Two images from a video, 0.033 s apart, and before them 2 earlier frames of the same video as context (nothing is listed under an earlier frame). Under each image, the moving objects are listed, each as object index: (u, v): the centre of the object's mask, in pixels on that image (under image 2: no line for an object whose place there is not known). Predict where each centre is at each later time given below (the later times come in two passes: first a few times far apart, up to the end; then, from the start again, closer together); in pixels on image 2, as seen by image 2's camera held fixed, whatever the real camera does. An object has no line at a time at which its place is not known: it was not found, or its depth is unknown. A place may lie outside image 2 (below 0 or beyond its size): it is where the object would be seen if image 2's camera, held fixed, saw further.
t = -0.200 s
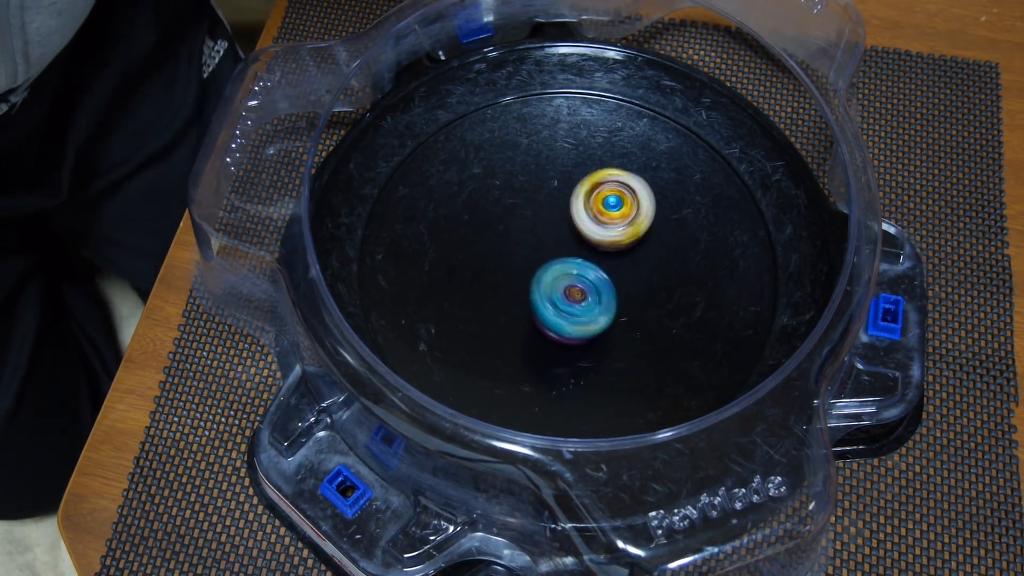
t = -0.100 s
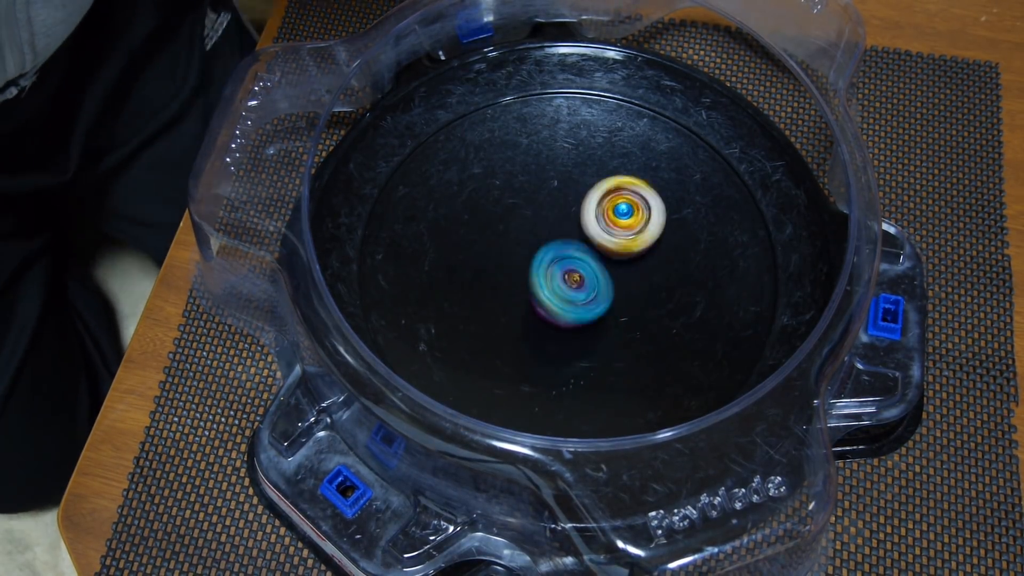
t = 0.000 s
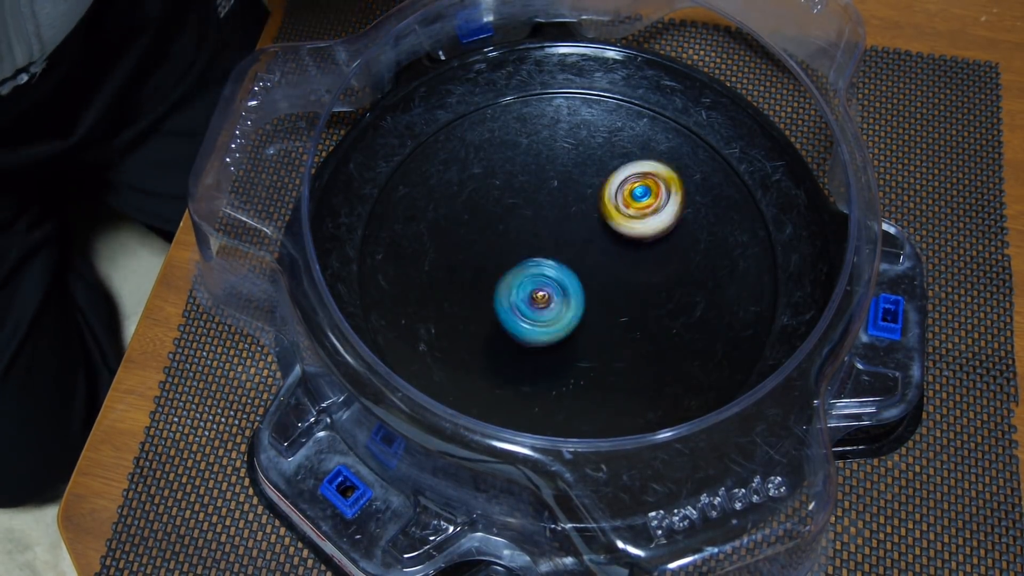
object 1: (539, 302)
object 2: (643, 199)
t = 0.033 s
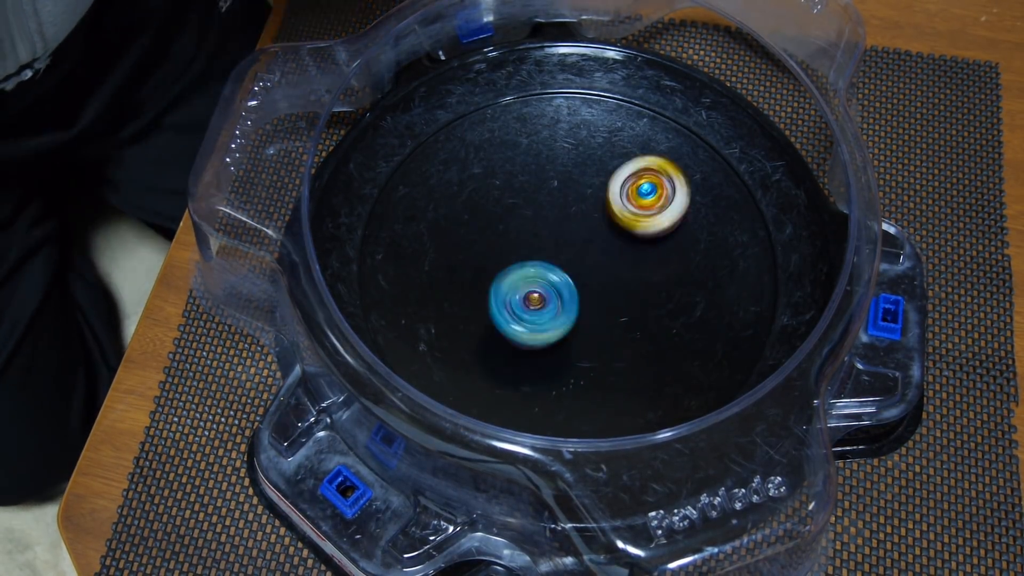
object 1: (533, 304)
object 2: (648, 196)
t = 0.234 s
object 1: (544, 295)
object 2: (654, 203)
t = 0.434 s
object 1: (550, 301)
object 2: (617, 223)
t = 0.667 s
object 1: (547, 309)
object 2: (570, 231)
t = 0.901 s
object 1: (550, 305)
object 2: (530, 226)
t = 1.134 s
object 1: (578, 313)
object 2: (529, 200)
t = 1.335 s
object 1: (593, 307)
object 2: (565, 225)
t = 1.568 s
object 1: (595, 325)
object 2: (593, 238)
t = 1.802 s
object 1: (581, 322)
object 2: (600, 232)
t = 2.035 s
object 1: (576, 292)
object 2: (597, 208)
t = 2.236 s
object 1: (580, 285)
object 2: (588, 183)
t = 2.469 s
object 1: (592, 284)
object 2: (570, 205)
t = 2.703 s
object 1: (592, 300)
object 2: (541, 229)
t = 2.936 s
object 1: (593, 302)
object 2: (520, 244)
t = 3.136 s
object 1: (604, 295)
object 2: (526, 250)
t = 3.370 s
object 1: (611, 295)
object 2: (540, 242)
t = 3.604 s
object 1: (609, 291)
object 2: (554, 223)
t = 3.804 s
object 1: (611, 289)
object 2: (556, 206)
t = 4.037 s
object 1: (616, 280)
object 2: (564, 214)
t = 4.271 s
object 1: (620, 289)
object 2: (555, 230)
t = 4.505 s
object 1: (621, 286)
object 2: (543, 246)
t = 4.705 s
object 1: (629, 285)
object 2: (539, 261)
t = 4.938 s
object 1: (643, 278)
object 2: (542, 264)
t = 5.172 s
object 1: (640, 267)
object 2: (535, 261)
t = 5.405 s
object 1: (635, 256)
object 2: (547, 252)
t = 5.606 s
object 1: (647, 250)
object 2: (516, 257)
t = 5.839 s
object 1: (618, 248)
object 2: (515, 275)
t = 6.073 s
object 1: (607, 232)
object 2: (540, 288)
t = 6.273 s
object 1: (617, 230)
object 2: (546, 296)
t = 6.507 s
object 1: (622, 243)
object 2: (554, 289)
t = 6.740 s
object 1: (632, 245)
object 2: (547, 284)
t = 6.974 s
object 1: (626, 245)
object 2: (547, 280)
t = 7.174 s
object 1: (618, 246)
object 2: (543, 279)
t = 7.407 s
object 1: (610, 240)
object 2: (543, 282)
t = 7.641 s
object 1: (614, 241)
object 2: (543, 281)
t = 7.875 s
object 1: (614, 241)
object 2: (543, 281)
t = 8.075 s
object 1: (613, 241)
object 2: (543, 281)
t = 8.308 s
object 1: (613, 241)
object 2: (543, 281)
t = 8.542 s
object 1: (613, 241)
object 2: (543, 281)
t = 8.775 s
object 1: (613, 241)
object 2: (543, 281)
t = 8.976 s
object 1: (613, 241)
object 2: (543, 281)
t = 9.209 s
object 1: (613, 241)
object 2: (543, 281)
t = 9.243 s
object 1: (613, 241)
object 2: (543, 281)
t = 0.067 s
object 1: (533, 305)
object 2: (653, 193)
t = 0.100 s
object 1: (533, 303)
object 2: (656, 191)
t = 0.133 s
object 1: (535, 302)
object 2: (660, 191)
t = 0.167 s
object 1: (538, 300)
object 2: (660, 194)
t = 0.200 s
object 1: (541, 298)
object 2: (659, 198)
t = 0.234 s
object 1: (544, 295)
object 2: (654, 203)
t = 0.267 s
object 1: (548, 294)
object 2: (646, 210)
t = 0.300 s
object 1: (552, 292)
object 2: (639, 216)
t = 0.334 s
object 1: (556, 290)
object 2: (631, 221)
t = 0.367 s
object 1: (560, 288)
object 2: (623, 226)
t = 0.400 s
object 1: (558, 291)
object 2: (617, 226)
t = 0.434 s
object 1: (550, 301)
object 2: (617, 223)
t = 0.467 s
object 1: (545, 304)
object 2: (611, 223)
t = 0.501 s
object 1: (542, 307)
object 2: (606, 224)
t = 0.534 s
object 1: (542, 308)
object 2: (600, 226)
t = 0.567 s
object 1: (544, 309)
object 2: (594, 227)
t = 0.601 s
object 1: (545, 309)
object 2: (586, 228)
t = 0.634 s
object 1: (545, 309)
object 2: (578, 229)
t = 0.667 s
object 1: (547, 309)
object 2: (570, 231)
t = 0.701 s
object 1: (546, 310)
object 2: (561, 231)
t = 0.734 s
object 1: (546, 312)
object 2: (556, 231)
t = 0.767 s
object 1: (546, 310)
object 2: (548, 229)
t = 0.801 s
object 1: (547, 311)
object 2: (543, 228)
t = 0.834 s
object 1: (547, 309)
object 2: (538, 227)
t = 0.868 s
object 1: (549, 308)
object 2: (533, 227)
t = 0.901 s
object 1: (550, 305)
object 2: (530, 226)
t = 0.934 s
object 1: (553, 305)
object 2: (527, 225)
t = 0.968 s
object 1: (557, 309)
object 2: (523, 219)
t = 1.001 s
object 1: (563, 314)
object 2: (521, 214)
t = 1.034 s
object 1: (567, 314)
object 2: (521, 209)
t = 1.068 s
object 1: (571, 315)
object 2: (522, 205)
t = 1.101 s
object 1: (575, 313)
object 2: (524, 202)
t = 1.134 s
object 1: (578, 313)
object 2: (529, 200)
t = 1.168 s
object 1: (581, 312)
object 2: (533, 200)
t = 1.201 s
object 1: (584, 311)
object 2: (541, 203)
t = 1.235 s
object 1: (586, 310)
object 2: (545, 206)
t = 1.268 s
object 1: (589, 309)
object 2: (552, 212)
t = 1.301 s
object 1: (591, 308)
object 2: (558, 218)
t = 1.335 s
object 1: (593, 307)
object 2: (565, 225)
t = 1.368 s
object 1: (595, 307)
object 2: (571, 230)
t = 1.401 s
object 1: (595, 313)
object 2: (574, 232)
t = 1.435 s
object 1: (597, 314)
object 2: (579, 234)
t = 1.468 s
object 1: (598, 317)
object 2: (584, 237)
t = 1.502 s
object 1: (598, 320)
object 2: (587, 239)
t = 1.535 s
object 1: (596, 326)
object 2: (591, 239)
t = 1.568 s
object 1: (595, 325)
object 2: (593, 238)
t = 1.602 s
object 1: (593, 324)
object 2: (596, 238)
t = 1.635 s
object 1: (593, 323)
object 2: (597, 238)
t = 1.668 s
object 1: (591, 322)
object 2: (599, 238)
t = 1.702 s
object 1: (591, 319)
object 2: (600, 239)
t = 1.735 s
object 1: (588, 319)
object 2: (601, 239)
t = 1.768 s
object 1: (586, 321)
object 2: (599, 236)
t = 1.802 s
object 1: (581, 322)
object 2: (600, 232)
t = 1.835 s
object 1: (578, 318)
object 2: (600, 226)
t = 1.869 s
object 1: (578, 316)
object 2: (601, 222)
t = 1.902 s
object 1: (577, 309)
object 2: (600, 218)
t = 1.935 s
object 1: (578, 305)
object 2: (601, 216)
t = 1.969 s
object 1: (577, 298)
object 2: (599, 214)
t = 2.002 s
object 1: (578, 293)
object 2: (600, 214)
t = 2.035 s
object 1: (576, 292)
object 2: (597, 208)
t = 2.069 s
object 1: (575, 294)
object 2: (596, 201)
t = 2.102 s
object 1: (573, 294)
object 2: (595, 195)
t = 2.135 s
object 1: (573, 291)
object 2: (594, 192)
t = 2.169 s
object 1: (575, 288)
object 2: (593, 187)
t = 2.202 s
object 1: (577, 286)
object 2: (591, 185)
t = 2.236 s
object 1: (580, 285)
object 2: (588, 183)
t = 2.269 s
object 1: (582, 284)
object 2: (586, 182)
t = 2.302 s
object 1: (584, 283)
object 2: (583, 183)
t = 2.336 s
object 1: (586, 282)
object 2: (581, 186)
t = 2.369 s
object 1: (588, 282)
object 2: (579, 189)
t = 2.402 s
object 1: (590, 282)
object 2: (575, 193)
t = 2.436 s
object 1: (591, 282)
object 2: (573, 200)
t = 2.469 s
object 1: (592, 284)
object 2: (570, 205)
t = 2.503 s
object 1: (593, 291)
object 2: (565, 206)
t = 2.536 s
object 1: (594, 298)
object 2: (559, 209)
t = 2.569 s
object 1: (593, 300)
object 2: (555, 212)
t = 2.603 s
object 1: (593, 301)
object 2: (551, 215)
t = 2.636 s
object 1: (593, 300)
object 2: (547, 220)
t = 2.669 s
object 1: (594, 301)
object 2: (544, 224)
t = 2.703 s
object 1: (592, 300)
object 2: (541, 229)
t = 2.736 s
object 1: (591, 300)
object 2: (539, 234)
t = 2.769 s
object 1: (591, 302)
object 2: (534, 236)
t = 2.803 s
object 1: (591, 304)
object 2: (530, 238)
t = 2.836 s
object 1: (590, 306)
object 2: (526, 240)
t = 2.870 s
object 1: (590, 303)
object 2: (525, 243)
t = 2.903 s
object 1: (593, 302)
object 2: (523, 243)
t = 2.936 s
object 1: (593, 302)
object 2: (520, 244)
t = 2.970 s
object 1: (594, 301)
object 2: (519, 244)
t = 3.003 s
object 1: (595, 299)
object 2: (518, 245)
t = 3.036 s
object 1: (597, 297)
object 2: (521, 247)
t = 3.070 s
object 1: (598, 296)
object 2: (522, 248)
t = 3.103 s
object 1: (600, 293)
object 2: (524, 250)
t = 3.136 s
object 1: (604, 295)
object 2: (526, 250)
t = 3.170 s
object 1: (605, 297)
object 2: (527, 251)
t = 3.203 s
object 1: (605, 296)
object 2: (530, 251)
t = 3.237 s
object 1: (609, 297)
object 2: (529, 248)
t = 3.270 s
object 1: (610, 298)
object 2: (531, 247)
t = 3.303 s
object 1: (610, 298)
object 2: (533, 245)
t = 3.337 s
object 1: (611, 297)
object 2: (536, 244)
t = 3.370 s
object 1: (611, 295)
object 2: (540, 242)
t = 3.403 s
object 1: (612, 296)
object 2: (543, 241)
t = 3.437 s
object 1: (613, 295)
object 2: (545, 239)
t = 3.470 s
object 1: (614, 295)
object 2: (546, 235)
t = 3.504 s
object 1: (612, 296)
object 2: (548, 232)
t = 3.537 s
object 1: (611, 295)
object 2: (550, 228)
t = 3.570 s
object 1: (610, 294)
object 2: (551, 225)
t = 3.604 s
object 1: (609, 291)
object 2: (554, 223)
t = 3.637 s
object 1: (608, 288)
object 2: (556, 222)
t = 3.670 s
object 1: (608, 290)
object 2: (557, 220)
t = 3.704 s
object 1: (612, 291)
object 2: (555, 215)
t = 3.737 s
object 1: (612, 291)
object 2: (555, 212)
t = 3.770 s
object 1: (611, 291)
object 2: (556, 209)
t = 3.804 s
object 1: (611, 289)
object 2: (556, 206)
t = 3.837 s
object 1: (612, 287)
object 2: (555, 205)
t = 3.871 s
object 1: (613, 284)
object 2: (557, 205)
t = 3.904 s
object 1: (614, 283)
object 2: (557, 204)
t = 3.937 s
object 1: (615, 283)
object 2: (556, 206)
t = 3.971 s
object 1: (616, 282)
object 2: (560, 208)
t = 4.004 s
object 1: (616, 282)
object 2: (561, 210)
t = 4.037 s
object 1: (616, 280)
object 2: (564, 214)
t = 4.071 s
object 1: (620, 284)
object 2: (563, 215)
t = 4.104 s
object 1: (623, 291)
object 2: (558, 217)
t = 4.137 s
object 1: (622, 293)
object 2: (559, 218)
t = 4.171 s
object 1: (620, 292)
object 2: (559, 220)
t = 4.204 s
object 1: (618, 290)
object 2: (556, 223)
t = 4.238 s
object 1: (618, 289)
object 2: (555, 226)
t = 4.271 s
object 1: (620, 289)
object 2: (555, 230)
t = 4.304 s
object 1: (622, 289)
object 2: (551, 231)
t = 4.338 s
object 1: (624, 292)
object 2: (546, 233)
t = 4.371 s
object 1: (626, 294)
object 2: (546, 235)
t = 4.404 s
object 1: (623, 292)
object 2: (546, 237)
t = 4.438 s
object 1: (620, 289)
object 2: (543, 239)
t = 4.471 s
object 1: (619, 289)
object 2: (543, 242)
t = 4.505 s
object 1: (621, 286)
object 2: (543, 246)
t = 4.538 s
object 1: (623, 286)
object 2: (542, 249)
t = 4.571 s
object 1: (623, 287)
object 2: (542, 251)
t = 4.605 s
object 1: (622, 285)
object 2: (542, 255)
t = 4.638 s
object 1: (625, 286)
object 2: (541, 257)
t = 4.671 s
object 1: (627, 289)
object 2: (538, 258)
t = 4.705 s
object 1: (629, 285)
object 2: (539, 261)
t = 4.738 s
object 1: (632, 283)
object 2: (541, 262)
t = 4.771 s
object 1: (632, 282)
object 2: (542, 261)
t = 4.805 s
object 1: (633, 281)
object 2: (543, 262)
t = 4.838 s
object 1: (634, 280)
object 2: (544, 263)
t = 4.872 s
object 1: (635, 281)
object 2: (548, 263)
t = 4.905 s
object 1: (641, 279)
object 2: (543, 264)
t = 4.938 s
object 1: (643, 278)
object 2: (542, 264)
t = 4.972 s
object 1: (644, 280)
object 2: (542, 263)
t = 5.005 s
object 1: (644, 278)
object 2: (540, 262)
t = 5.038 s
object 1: (642, 276)
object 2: (537, 262)
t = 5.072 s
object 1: (641, 275)
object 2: (535, 263)
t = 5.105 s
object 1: (639, 271)
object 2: (534, 263)
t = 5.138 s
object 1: (640, 269)
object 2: (536, 262)
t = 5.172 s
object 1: (640, 267)
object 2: (535, 261)
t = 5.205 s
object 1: (638, 264)
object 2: (536, 261)
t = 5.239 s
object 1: (637, 262)
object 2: (538, 261)
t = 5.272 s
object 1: (636, 259)
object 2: (542, 259)
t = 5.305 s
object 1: (635, 258)
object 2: (545, 257)
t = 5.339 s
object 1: (636, 256)
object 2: (545, 255)
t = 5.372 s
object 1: (635, 256)
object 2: (546, 254)
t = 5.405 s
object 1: (635, 256)
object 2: (547, 252)
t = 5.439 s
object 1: (636, 255)
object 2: (543, 251)
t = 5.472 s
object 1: (633, 256)
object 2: (544, 253)
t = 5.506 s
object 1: (632, 256)
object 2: (544, 254)
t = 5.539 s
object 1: (641, 252)
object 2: (535, 257)
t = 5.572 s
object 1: (646, 252)
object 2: (525, 258)
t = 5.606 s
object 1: (647, 250)
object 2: (516, 257)
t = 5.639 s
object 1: (646, 252)
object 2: (510, 260)
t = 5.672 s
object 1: (642, 251)
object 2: (508, 263)
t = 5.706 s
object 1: (638, 251)
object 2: (506, 266)
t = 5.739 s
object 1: (637, 250)
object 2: (506, 268)
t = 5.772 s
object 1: (630, 250)
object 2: (507, 269)
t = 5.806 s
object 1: (625, 249)
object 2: (510, 273)
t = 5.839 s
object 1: (618, 248)
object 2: (515, 275)
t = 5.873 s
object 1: (612, 248)
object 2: (520, 278)
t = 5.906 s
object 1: (606, 243)
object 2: (530, 278)
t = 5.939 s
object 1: (606, 240)
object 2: (530, 278)
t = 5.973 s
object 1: (608, 236)
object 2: (531, 280)
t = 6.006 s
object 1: (606, 235)
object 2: (531, 282)
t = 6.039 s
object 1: (604, 232)
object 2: (534, 286)
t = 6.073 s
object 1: (607, 232)
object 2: (540, 288)
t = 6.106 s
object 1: (607, 234)
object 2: (544, 288)
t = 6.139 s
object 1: (612, 230)
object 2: (543, 290)
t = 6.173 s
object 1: (616, 228)
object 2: (542, 294)
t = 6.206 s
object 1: (618, 228)
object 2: (542, 294)
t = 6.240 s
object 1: (617, 230)
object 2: (543, 295)
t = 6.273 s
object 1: (617, 230)
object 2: (546, 296)
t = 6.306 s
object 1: (617, 232)
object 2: (549, 296)
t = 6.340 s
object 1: (615, 233)
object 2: (551, 295)
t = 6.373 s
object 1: (615, 235)
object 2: (554, 293)
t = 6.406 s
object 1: (615, 237)
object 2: (553, 291)
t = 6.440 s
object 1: (617, 238)
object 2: (552, 292)
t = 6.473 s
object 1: (620, 240)
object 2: (554, 290)
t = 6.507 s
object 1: (622, 243)
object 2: (554, 289)
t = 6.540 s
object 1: (624, 243)
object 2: (553, 288)
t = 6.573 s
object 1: (627, 242)
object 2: (553, 286)
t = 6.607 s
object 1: (631, 243)
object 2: (552, 285)
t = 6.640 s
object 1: (629, 246)
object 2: (554, 284)
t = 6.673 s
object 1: (627, 247)
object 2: (554, 283)
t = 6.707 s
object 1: (630, 245)
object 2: (550, 282)
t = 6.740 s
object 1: (632, 245)
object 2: (547, 284)
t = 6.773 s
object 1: (633, 246)
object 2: (546, 284)
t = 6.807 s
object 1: (632, 246)
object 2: (546, 282)
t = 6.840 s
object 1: (630, 244)
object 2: (546, 281)
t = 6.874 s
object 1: (630, 243)
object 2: (546, 280)
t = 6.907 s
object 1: (629, 243)
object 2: (547, 280)
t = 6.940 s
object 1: (627, 244)
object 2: (548, 280)
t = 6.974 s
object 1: (626, 245)
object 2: (547, 280)
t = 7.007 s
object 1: (623, 246)
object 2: (546, 281)
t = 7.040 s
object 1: (618, 247)
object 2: (546, 281)
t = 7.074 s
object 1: (615, 247)
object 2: (546, 281)
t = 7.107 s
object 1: (615, 246)
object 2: (545, 281)
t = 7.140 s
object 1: (617, 246)
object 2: (545, 280)
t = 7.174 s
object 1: (618, 246)
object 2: (543, 279)
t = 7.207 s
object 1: (618, 245)
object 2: (544, 280)
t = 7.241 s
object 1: (619, 244)
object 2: (544, 280)
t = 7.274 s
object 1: (619, 243)
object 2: (542, 281)
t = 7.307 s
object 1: (617, 243)
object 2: (542, 281)
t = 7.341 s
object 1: (615, 242)
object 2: (543, 280)
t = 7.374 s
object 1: (612, 241)
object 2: (543, 281)
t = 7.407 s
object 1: (610, 240)
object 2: (543, 282)
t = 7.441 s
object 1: (610, 240)
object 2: (543, 282)
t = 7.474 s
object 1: (611, 240)
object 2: (543, 282)
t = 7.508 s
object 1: (612, 241)
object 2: (543, 281)
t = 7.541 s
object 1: (613, 241)
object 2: (543, 281)
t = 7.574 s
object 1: (614, 242)
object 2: (543, 281)
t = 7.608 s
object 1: (615, 242)
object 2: (543, 281)
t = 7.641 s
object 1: (614, 241)
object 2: (543, 281)
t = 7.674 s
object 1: (613, 241)
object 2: (543, 281)
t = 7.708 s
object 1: (612, 241)
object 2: (543, 281)
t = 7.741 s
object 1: (612, 241)
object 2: (543, 281)
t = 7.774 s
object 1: (612, 241)
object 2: (543, 281)
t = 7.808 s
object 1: (613, 241)
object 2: (543, 281)
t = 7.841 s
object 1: (614, 241)
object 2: (543, 281)
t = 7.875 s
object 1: (614, 241)
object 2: (543, 281)
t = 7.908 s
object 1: (614, 241)
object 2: (543, 281)
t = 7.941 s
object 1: (613, 241)
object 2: (543, 281)
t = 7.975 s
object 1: (612, 241)
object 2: (543, 281)
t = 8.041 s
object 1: (613, 241)
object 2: (543, 281)
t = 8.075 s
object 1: (613, 241)
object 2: (543, 281)
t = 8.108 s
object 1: (613, 241)
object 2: (543, 281)
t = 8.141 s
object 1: (612, 241)
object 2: (543, 281)
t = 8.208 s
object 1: (613, 241)
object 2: (543, 281)
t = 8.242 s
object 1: (613, 241)
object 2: (543, 281)
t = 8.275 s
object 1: (613, 241)
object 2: (543, 281)
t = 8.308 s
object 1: (613, 241)
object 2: (543, 281)
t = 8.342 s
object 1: (613, 241)
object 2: (543, 281)
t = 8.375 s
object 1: (613, 241)
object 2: (543, 281)
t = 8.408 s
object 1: (613, 241)
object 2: (543, 281)
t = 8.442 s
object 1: (613, 241)
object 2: (543, 281)
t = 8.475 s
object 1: (613, 241)
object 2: (543, 281)
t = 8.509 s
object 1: (613, 241)
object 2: (543, 281)
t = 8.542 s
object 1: (613, 241)
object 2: (543, 281)
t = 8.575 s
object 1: (613, 241)
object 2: (543, 281)
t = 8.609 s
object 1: (613, 241)
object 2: (543, 281)
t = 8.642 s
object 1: (613, 241)
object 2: (543, 281)
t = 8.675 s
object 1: (613, 241)
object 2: (543, 281)
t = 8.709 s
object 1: (613, 241)
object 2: (543, 281)
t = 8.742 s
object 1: (613, 241)
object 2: (543, 281)
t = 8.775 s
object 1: (613, 241)
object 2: (543, 281)
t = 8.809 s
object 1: (613, 241)
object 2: (543, 281)
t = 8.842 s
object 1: (613, 241)
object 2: (543, 281)
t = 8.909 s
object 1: (613, 241)
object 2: (543, 281)
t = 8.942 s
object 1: (613, 241)
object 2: (543, 281)
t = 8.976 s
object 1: (613, 241)
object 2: (543, 281)
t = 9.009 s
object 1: (613, 241)
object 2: (543, 281)
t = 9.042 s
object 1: (613, 241)
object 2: (543, 281)
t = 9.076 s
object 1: (613, 241)
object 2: (543, 281)
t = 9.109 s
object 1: (613, 241)
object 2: (543, 281)
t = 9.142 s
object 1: (613, 241)
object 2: (543, 281)
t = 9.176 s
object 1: (613, 241)
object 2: (543, 281)
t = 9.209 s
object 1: (613, 241)
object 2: (543, 281)
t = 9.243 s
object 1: (613, 241)
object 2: (543, 281)
